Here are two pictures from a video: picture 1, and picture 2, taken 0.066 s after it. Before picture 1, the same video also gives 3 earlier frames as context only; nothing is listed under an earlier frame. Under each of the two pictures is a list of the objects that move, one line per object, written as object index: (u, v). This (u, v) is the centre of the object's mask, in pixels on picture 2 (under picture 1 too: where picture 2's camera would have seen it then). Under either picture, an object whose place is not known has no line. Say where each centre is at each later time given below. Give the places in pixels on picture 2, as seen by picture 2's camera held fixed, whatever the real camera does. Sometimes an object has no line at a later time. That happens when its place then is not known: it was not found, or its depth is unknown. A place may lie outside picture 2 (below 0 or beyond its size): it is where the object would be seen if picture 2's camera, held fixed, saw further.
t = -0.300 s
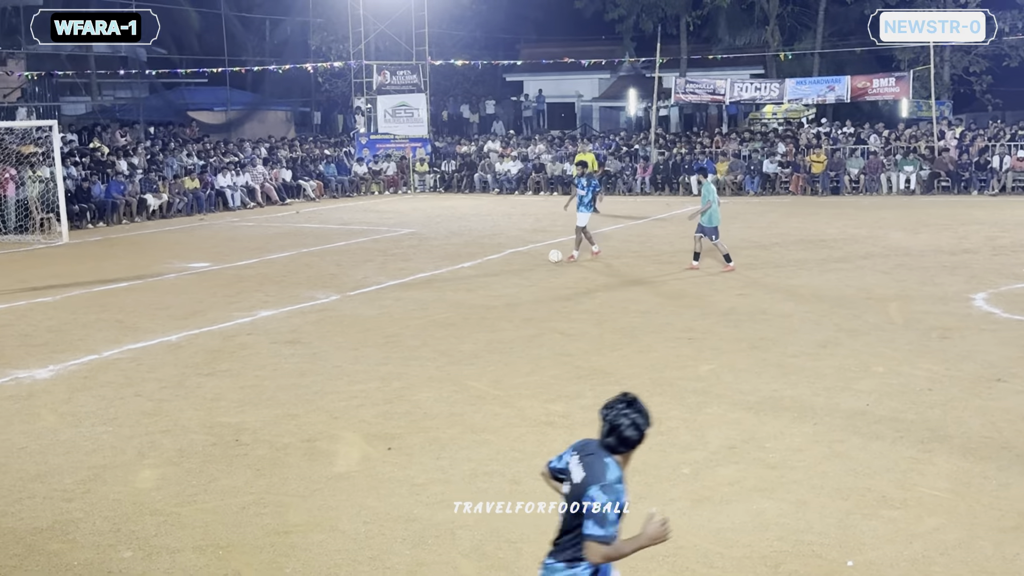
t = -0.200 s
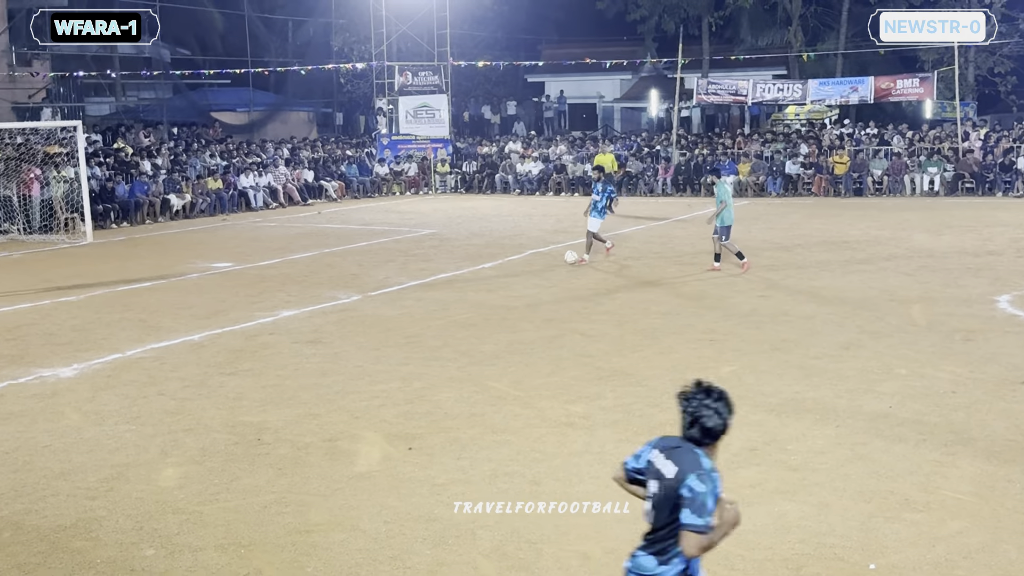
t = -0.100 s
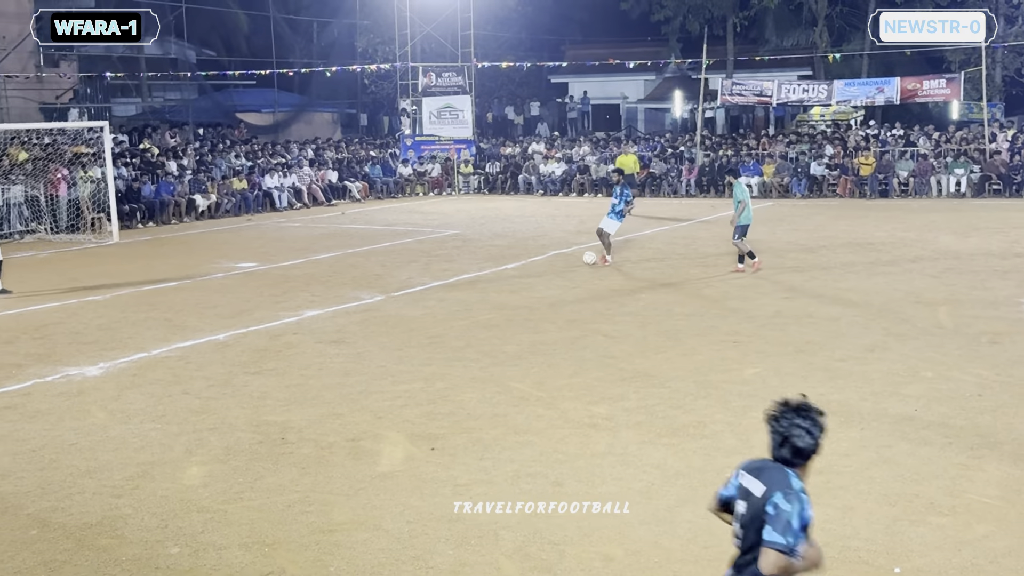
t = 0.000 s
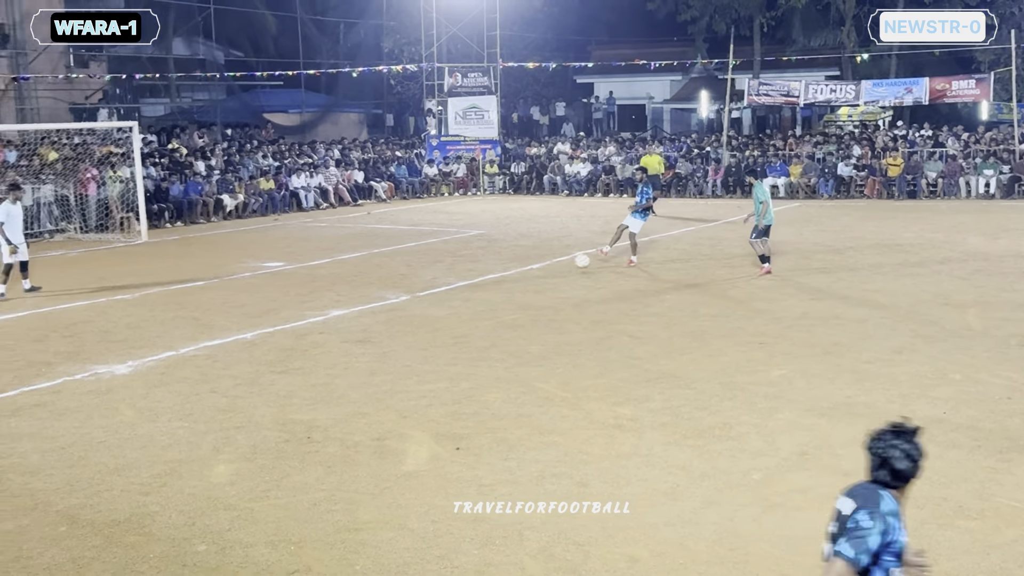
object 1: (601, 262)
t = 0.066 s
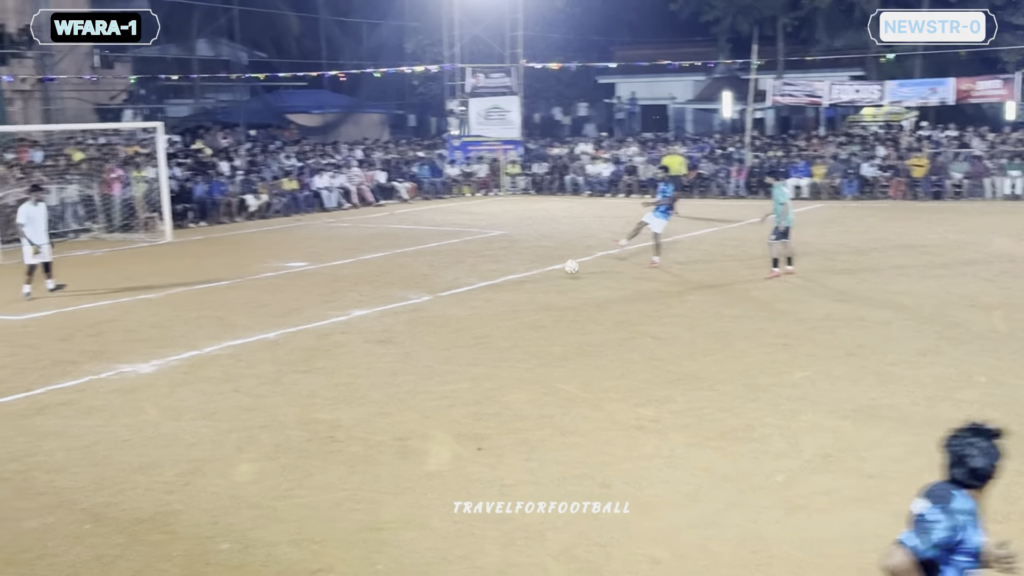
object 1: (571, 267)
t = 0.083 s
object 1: (564, 268)
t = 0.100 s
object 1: (556, 270)
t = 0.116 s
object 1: (549, 270)
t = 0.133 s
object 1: (542, 269)
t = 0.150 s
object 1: (536, 269)
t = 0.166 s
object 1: (529, 270)
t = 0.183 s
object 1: (522, 270)
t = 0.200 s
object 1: (515, 271)
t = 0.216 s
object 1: (508, 272)
